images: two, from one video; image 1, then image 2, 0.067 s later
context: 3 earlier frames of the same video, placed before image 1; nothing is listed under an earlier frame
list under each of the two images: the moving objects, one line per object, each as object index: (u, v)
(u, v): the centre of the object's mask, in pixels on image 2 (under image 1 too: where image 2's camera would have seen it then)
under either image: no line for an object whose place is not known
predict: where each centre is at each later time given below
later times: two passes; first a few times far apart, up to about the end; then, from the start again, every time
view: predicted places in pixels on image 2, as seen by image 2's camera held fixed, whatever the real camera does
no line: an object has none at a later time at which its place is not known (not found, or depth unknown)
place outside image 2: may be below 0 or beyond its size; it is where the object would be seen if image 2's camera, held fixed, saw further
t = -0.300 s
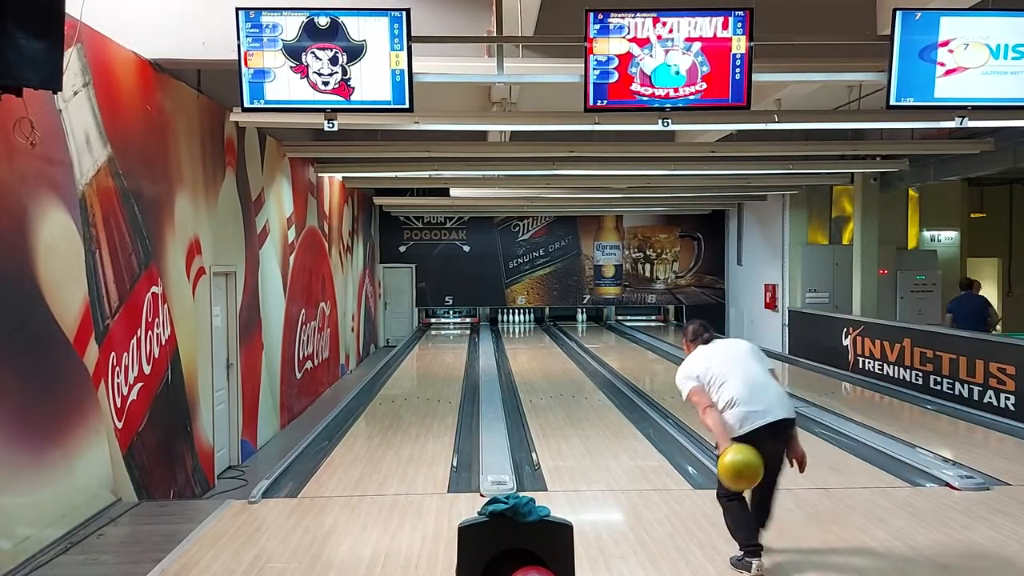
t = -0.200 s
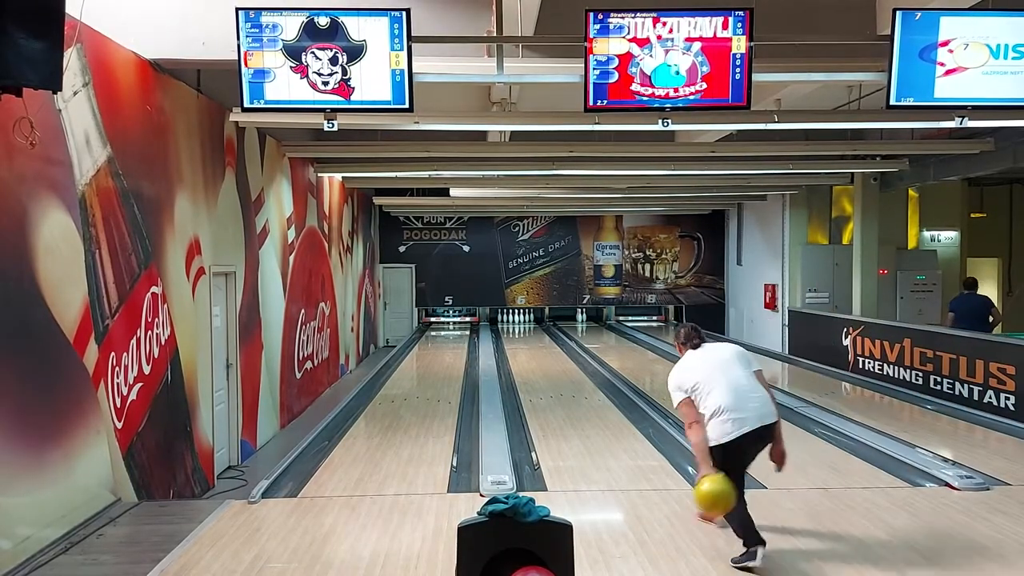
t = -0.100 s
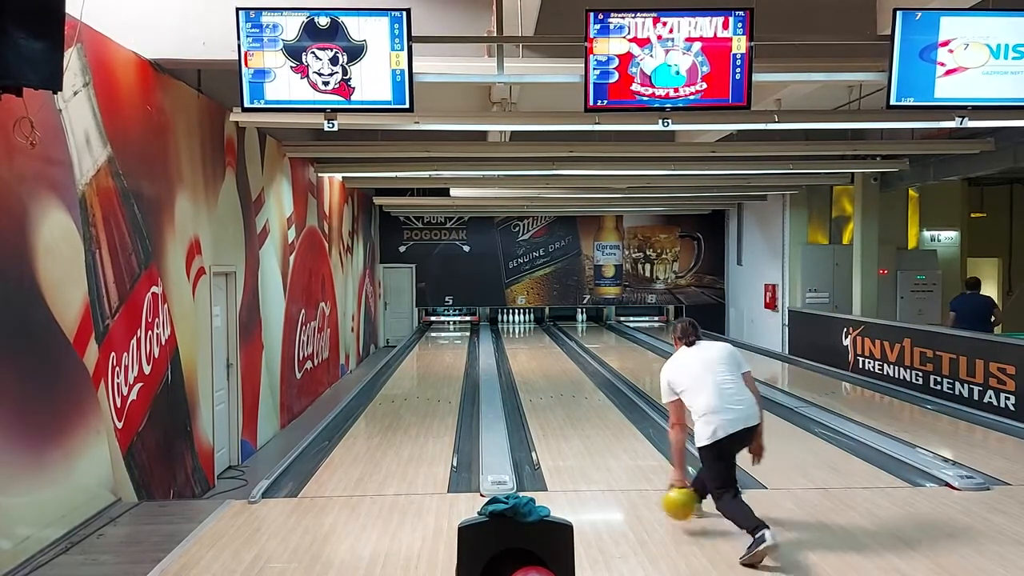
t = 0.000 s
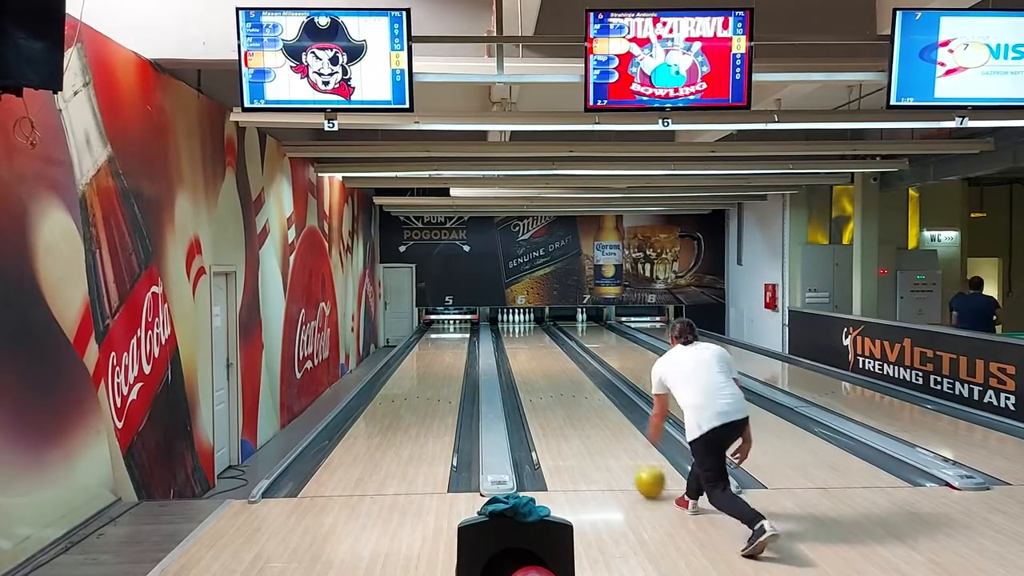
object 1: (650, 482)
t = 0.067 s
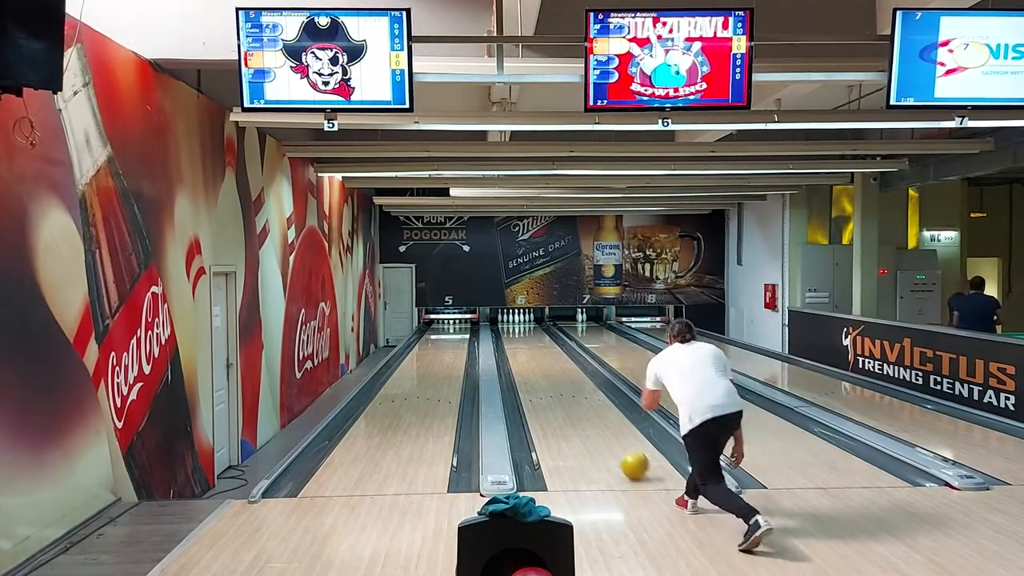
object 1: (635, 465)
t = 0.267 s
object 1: (601, 427)
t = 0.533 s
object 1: (571, 395)
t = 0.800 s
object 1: (552, 373)
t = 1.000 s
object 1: (540, 360)
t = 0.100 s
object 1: (628, 458)
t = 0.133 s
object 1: (622, 451)
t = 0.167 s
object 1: (615, 444)
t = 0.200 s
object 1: (611, 438)
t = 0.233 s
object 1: (606, 433)
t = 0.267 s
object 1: (601, 427)
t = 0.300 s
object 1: (597, 422)
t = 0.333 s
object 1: (593, 418)
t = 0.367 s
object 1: (588, 413)
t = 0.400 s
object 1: (585, 409)
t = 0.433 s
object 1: (581, 405)
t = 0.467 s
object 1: (577, 401)
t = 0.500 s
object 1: (575, 398)
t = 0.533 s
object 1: (571, 395)
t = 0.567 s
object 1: (568, 392)
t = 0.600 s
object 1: (566, 388)
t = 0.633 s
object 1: (563, 386)
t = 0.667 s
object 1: (561, 383)
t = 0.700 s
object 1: (558, 380)
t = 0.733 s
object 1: (556, 378)
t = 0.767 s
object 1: (554, 376)
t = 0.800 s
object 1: (552, 373)
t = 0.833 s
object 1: (550, 371)
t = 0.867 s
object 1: (548, 369)
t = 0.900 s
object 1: (547, 367)
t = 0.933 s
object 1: (544, 364)
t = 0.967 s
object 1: (543, 363)
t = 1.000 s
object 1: (540, 360)
